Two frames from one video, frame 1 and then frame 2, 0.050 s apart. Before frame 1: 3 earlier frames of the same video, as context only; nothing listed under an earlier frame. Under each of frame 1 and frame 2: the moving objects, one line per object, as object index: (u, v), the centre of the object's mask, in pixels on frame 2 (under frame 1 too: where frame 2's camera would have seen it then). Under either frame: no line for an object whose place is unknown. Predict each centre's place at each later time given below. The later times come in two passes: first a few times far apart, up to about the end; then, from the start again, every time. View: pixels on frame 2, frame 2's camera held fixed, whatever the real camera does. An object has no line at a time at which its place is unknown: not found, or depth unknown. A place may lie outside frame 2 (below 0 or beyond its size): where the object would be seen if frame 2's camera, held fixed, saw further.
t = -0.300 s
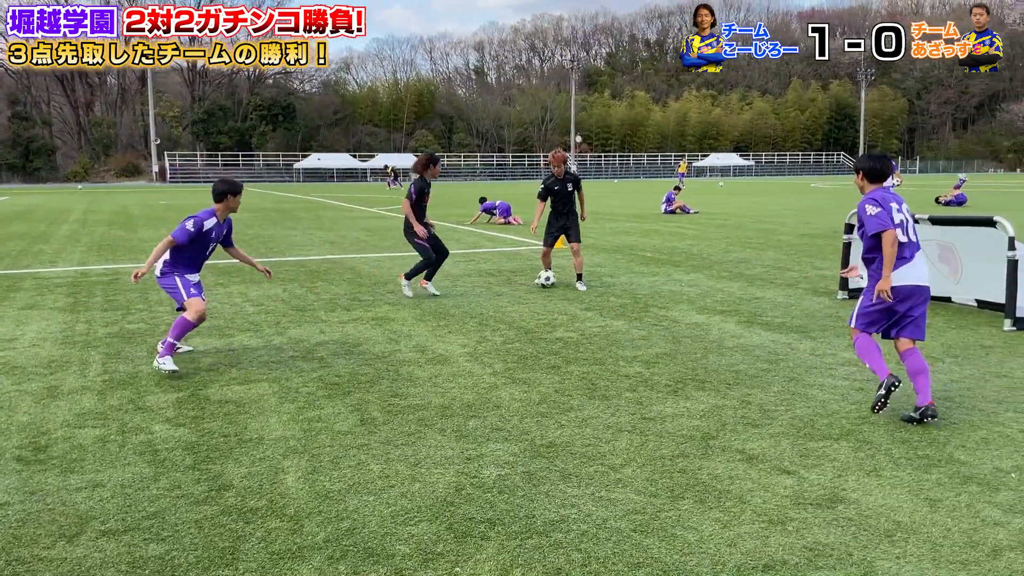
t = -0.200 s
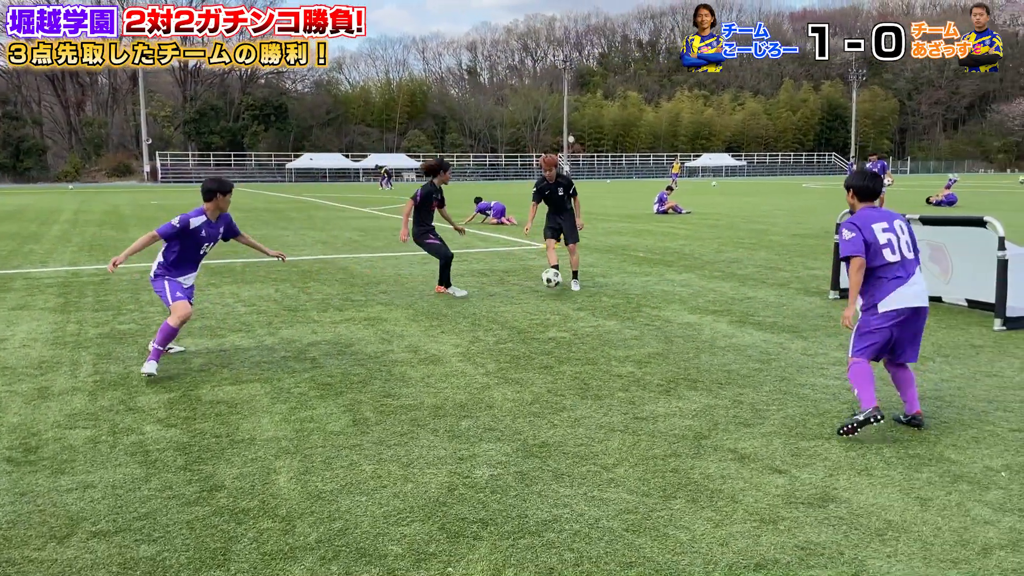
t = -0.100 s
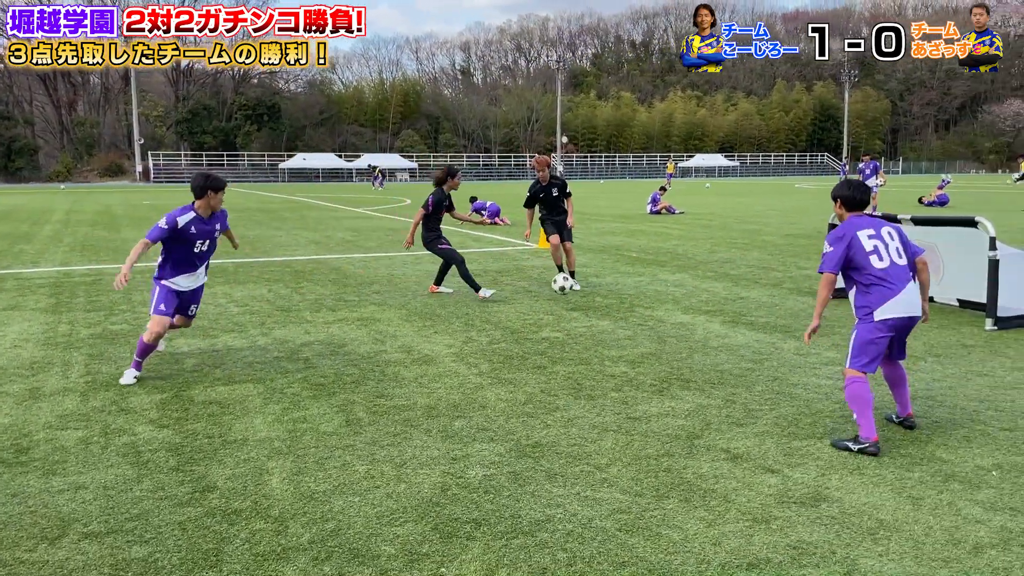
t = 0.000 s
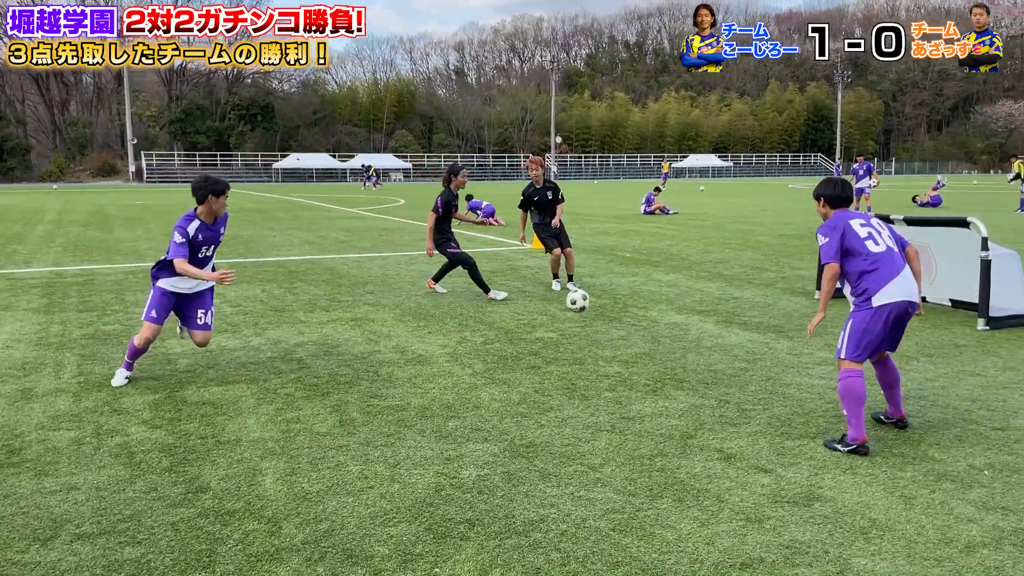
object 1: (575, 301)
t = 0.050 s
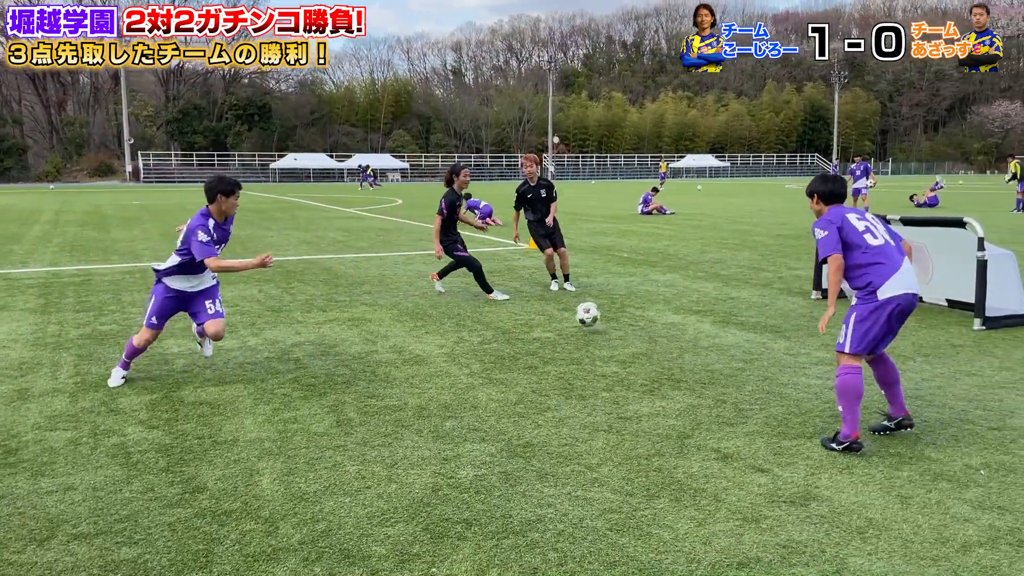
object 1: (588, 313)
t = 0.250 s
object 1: (639, 339)
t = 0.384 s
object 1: (680, 374)
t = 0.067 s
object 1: (592, 319)
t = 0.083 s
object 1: (596, 325)
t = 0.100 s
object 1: (601, 331)
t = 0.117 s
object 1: (605, 332)
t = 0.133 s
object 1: (609, 332)
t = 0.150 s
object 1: (613, 332)
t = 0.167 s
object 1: (617, 332)
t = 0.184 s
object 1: (621, 333)
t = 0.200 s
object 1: (625, 334)
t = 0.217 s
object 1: (630, 335)
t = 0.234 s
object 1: (634, 336)
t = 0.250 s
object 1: (639, 339)
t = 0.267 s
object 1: (643, 341)
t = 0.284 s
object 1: (648, 344)
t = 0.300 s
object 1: (653, 347)
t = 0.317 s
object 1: (658, 352)
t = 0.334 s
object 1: (663, 356)
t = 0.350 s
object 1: (669, 361)
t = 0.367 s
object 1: (674, 367)
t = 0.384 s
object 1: (680, 374)
